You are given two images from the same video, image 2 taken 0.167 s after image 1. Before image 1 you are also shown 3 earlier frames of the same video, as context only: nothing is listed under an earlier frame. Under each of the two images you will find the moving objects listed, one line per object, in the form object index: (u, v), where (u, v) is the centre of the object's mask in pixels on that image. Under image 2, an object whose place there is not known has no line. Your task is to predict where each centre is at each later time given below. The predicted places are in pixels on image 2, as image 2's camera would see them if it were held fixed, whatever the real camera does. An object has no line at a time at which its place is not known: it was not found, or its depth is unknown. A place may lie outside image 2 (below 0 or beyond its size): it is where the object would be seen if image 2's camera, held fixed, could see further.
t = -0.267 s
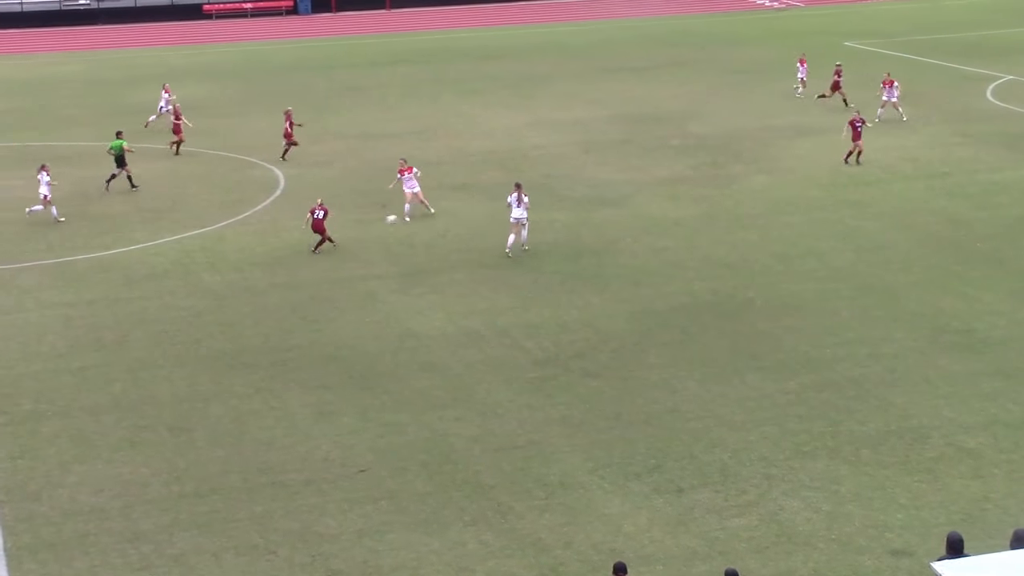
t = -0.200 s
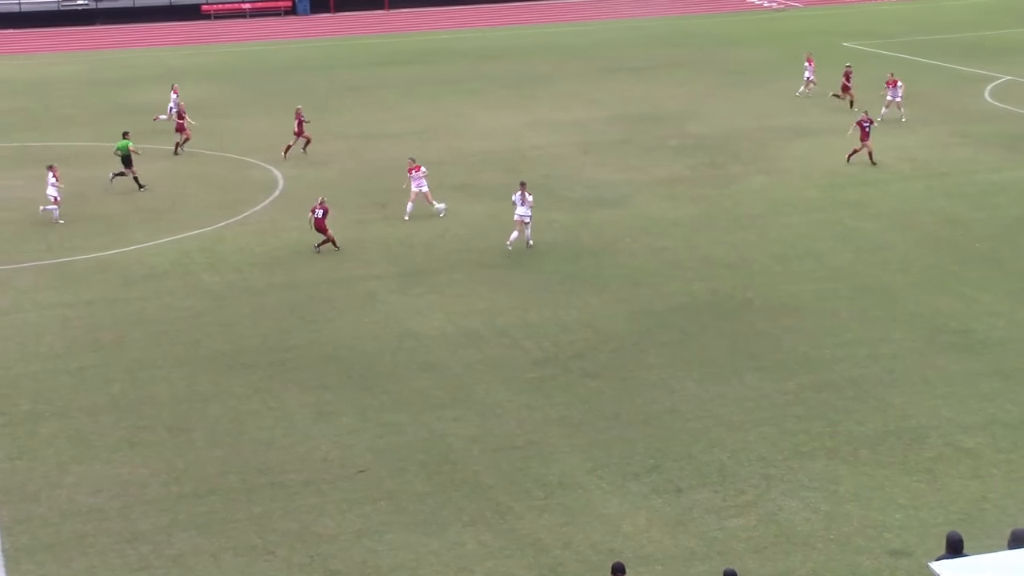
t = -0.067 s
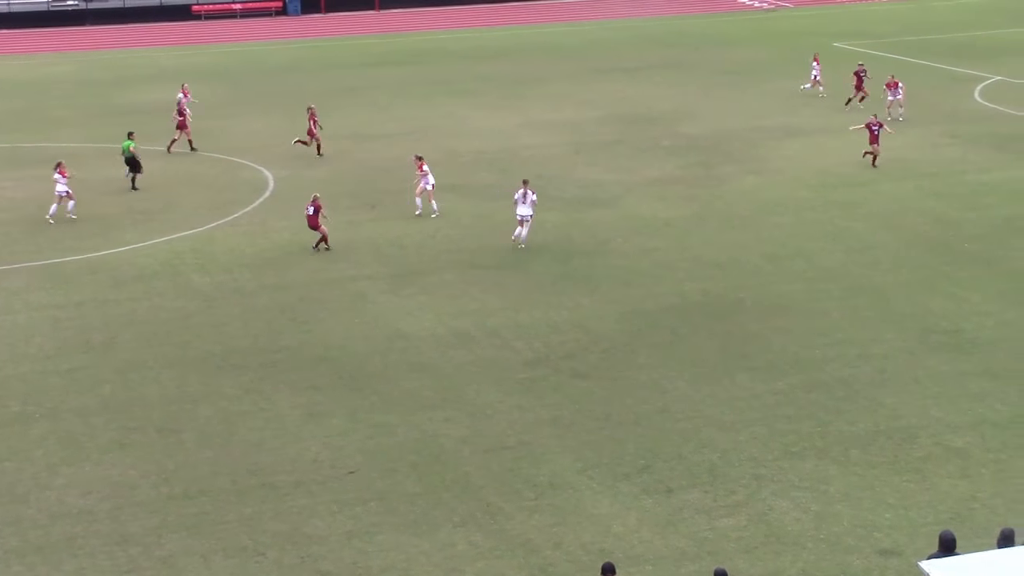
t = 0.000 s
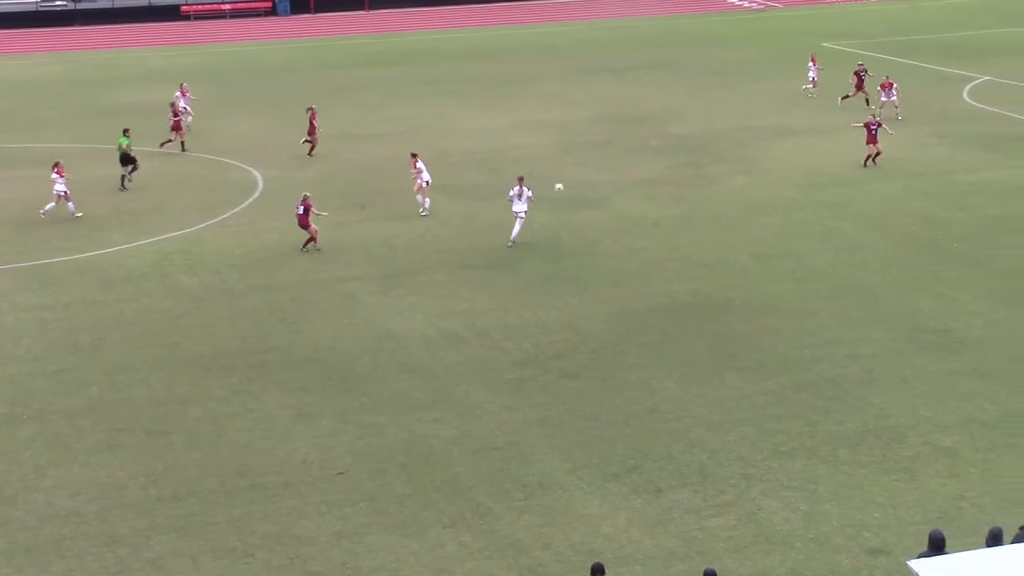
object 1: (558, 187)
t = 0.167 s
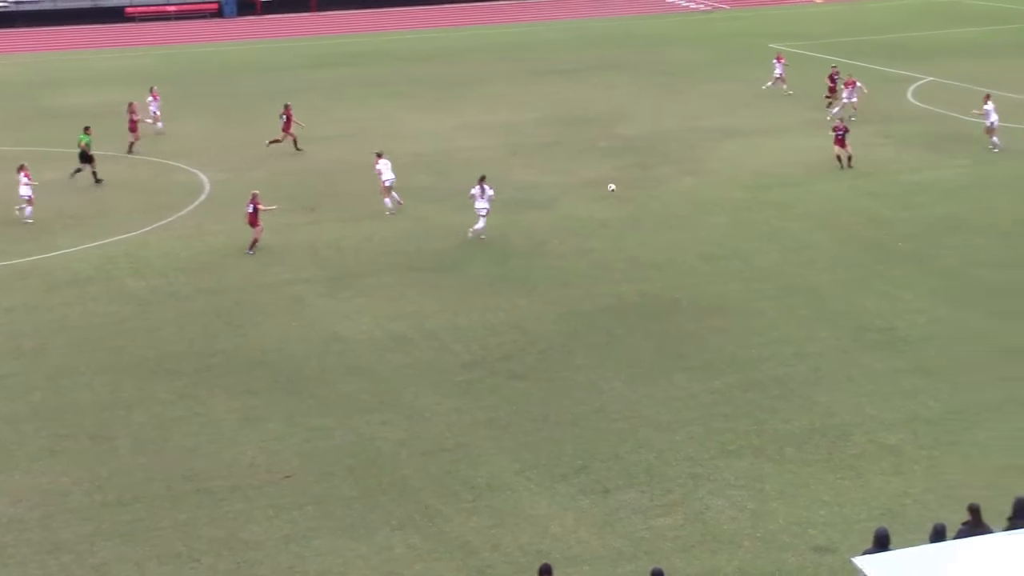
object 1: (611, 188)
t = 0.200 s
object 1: (628, 189)
